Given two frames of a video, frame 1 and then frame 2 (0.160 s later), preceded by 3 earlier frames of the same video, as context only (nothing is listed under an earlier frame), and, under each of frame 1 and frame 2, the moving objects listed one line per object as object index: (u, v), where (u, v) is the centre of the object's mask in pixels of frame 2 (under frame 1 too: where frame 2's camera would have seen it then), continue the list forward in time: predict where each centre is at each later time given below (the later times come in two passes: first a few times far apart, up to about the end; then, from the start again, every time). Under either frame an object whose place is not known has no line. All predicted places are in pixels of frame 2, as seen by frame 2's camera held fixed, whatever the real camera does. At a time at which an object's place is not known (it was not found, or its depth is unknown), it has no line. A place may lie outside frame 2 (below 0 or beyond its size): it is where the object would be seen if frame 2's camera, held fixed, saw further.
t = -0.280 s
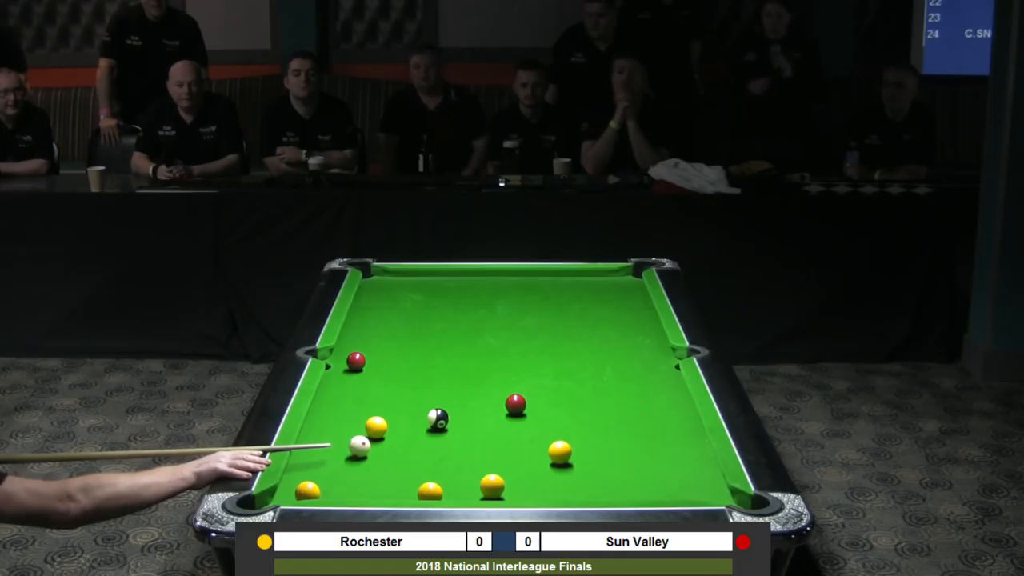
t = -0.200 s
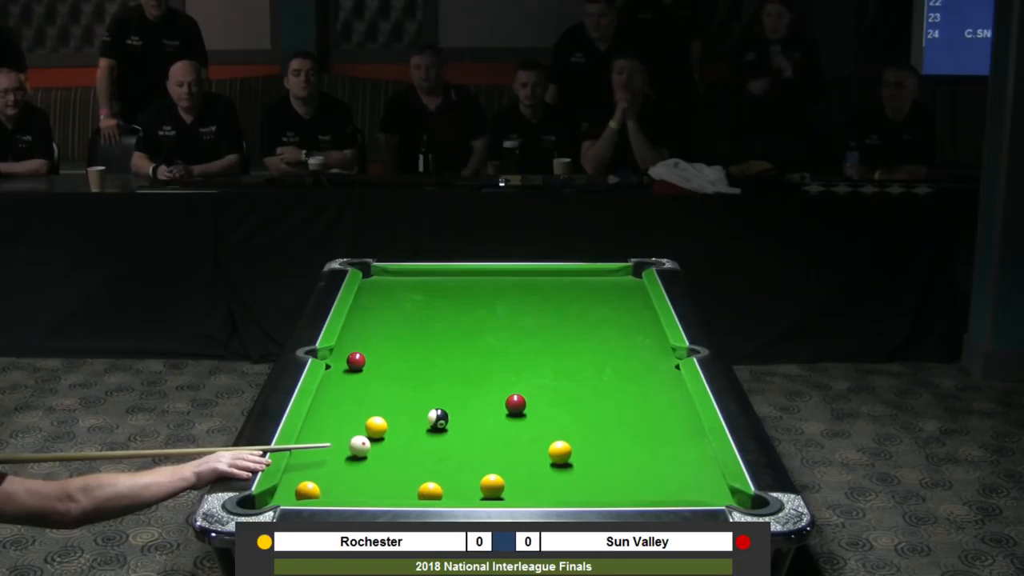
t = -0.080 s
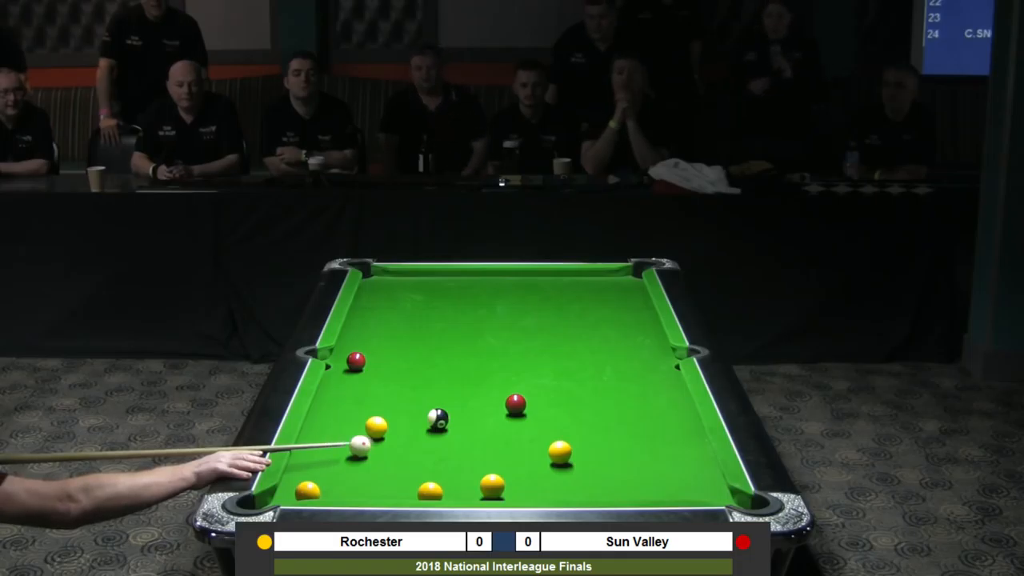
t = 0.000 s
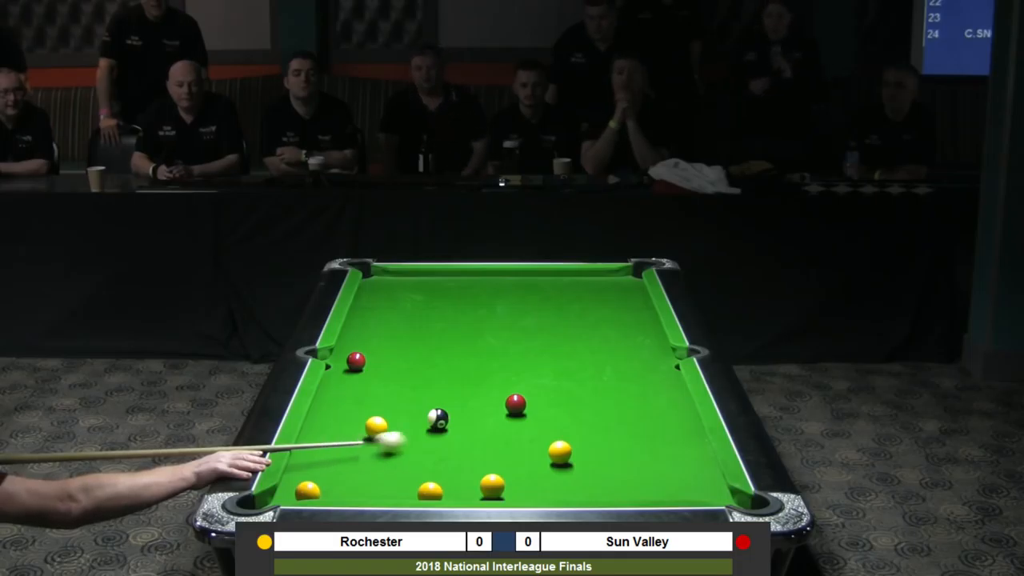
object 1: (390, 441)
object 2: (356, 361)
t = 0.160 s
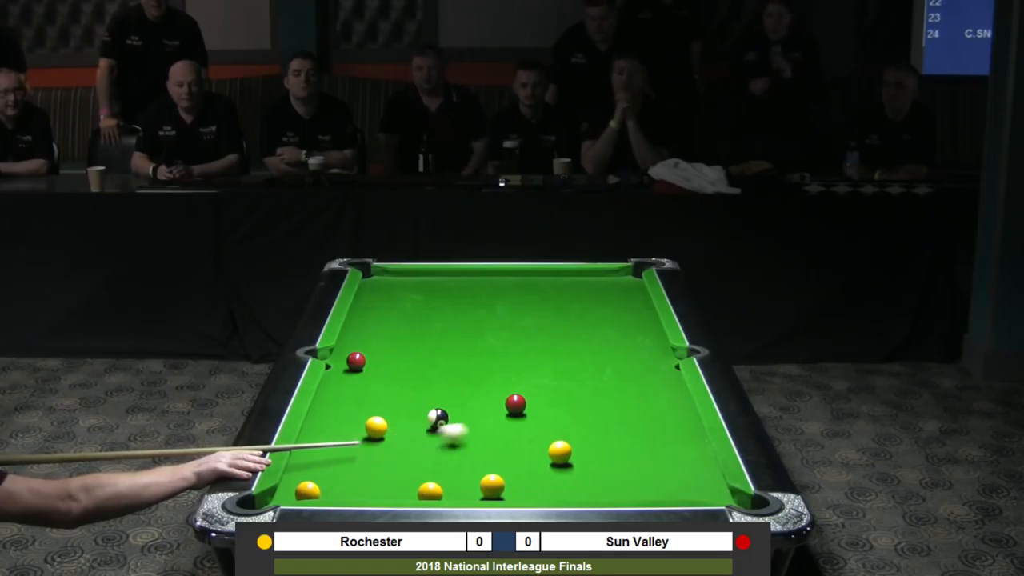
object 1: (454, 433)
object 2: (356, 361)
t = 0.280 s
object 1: (498, 427)
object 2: (356, 361)
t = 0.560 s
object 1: (597, 414)
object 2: (356, 361)
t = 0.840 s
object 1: (681, 402)
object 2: (356, 361)
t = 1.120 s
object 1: (621, 395)
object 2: (356, 361)
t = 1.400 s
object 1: (566, 388)
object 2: (356, 361)
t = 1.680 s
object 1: (515, 382)
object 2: (356, 361)
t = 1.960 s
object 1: (469, 377)
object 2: (356, 361)
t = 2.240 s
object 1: (427, 370)
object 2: (356, 361)
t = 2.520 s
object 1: (389, 367)
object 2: (356, 361)
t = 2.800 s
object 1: (366, 366)
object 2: (348, 359)
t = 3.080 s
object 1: (359, 367)
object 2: (334, 356)
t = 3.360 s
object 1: (356, 368)
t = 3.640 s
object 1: (355, 368)
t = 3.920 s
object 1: (355, 368)
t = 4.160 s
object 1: (355, 368)
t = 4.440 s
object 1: (355, 368)
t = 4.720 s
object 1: (355, 368)
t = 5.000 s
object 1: (355, 368)
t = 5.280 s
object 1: (355, 368)
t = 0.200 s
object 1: (469, 431)
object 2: (356, 361)
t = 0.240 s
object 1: (483, 429)
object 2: (356, 361)
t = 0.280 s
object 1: (498, 427)
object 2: (356, 361)
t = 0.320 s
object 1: (513, 425)
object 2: (356, 361)
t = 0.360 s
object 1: (528, 423)
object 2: (356, 361)
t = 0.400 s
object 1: (542, 422)
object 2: (356, 361)
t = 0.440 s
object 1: (556, 420)
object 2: (356, 361)
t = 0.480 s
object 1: (571, 418)
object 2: (356, 361)
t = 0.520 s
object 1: (584, 416)
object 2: (356, 361)
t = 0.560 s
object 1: (597, 414)
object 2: (356, 361)
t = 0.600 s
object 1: (610, 412)
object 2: (356, 361)
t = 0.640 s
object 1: (624, 411)
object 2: (356, 361)
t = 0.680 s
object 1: (636, 409)
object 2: (356, 361)
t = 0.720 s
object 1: (649, 407)
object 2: (356, 361)
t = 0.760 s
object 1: (662, 405)
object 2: (356, 361)
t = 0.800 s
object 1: (674, 403)
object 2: (356, 361)
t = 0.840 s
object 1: (681, 402)
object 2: (356, 361)
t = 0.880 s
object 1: (672, 401)
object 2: (356, 361)
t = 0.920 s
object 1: (663, 400)
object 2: (356, 361)
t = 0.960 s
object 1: (654, 399)
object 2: (356, 361)
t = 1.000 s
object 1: (645, 398)
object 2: (356, 361)
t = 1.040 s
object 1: (637, 397)
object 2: (356, 361)
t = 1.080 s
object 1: (629, 396)
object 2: (356, 361)
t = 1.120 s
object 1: (621, 395)
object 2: (356, 361)
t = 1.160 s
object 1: (612, 394)
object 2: (356, 361)
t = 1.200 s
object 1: (604, 393)
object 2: (356, 361)
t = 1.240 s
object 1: (596, 393)
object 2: (356, 361)
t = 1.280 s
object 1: (588, 391)
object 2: (356, 361)
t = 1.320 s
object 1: (580, 390)
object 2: (356, 361)
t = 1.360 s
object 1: (573, 389)
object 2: (356, 361)
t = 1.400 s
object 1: (566, 388)
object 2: (356, 361)
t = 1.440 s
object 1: (558, 387)
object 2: (356, 361)
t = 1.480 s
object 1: (551, 387)
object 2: (356, 361)
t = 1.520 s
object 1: (543, 386)
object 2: (356, 361)
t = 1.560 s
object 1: (536, 385)
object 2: (356, 361)
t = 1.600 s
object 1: (529, 384)
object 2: (356, 361)
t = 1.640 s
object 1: (522, 383)
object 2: (356, 361)
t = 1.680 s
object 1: (515, 382)
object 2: (356, 361)
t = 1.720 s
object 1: (508, 381)
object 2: (356, 361)
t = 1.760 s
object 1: (501, 381)
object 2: (356, 361)
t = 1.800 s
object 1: (495, 380)
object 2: (356, 361)
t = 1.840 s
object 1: (488, 379)
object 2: (356, 361)
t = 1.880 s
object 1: (481, 378)
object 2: (356, 361)
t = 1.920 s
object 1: (475, 378)
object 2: (356, 361)
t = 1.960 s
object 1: (469, 377)
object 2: (356, 361)
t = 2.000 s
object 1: (463, 376)
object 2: (356, 361)
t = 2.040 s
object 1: (457, 375)
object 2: (356, 361)
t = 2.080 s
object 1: (451, 375)
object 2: (356, 361)
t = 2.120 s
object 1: (445, 375)
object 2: (356, 361)
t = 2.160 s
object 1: (438, 372)
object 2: (356, 361)
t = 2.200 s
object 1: (432, 369)
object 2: (356, 361)
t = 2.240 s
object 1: (427, 370)
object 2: (356, 361)
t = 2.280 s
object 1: (421, 370)
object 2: (356, 361)
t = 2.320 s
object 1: (416, 370)
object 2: (356, 361)
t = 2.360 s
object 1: (410, 369)
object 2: (356, 361)
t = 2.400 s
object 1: (405, 369)
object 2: (356, 361)
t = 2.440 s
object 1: (399, 368)
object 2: (356, 361)
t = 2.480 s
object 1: (394, 367)
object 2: (356, 361)
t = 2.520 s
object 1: (389, 367)
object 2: (356, 361)
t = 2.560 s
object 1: (384, 367)
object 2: (356, 361)
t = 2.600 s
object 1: (378, 366)
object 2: (356, 361)
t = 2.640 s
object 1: (373, 366)
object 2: (355, 361)
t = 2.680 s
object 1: (370, 365)
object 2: (354, 360)
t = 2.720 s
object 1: (368, 366)
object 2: (352, 360)
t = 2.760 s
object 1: (367, 366)
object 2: (350, 360)
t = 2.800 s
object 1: (366, 366)
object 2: (348, 359)
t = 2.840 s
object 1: (365, 366)
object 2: (346, 359)
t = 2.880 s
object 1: (364, 366)
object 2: (344, 358)
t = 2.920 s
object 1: (363, 367)
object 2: (342, 358)
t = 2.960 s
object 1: (362, 367)
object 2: (340, 357)
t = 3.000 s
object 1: (361, 366)
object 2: (338, 357)
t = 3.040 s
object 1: (360, 367)
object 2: (336, 357)
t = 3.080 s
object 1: (359, 367)
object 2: (334, 356)
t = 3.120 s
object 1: (359, 367)
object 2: (332, 356)
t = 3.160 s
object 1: (358, 367)
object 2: (331, 355)
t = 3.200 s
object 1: (358, 367)
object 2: (328, 355)
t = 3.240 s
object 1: (357, 367)
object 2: (325, 355)
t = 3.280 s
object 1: (356, 367)
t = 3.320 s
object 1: (356, 367)
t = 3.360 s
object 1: (356, 368)
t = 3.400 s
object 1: (355, 368)
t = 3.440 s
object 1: (355, 368)
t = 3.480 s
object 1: (355, 368)
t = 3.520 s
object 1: (355, 368)
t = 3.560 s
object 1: (355, 368)
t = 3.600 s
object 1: (355, 368)
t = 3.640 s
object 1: (355, 368)
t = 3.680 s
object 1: (355, 368)
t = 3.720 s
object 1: (355, 368)
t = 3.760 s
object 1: (355, 368)
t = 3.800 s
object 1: (355, 368)
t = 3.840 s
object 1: (355, 368)
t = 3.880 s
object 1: (355, 368)
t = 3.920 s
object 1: (355, 368)
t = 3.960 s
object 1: (355, 368)
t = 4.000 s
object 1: (355, 368)
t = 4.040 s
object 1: (355, 368)
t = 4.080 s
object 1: (355, 368)
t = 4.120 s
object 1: (355, 368)
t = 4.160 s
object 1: (355, 368)
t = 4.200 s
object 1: (355, 368)
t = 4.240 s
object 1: (355, 368)
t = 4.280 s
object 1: (355, 368)
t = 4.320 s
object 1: (355, 368)
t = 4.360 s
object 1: (355, 368)
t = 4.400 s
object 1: (355, 368)
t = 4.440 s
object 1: (355, 368)
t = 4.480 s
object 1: (355, 368)
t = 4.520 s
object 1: (355, 368)
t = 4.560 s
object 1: (355, 368)
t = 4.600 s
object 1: (355, 368)
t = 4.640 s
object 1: (355, 368)
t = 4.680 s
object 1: (355, 368)
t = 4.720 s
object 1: (355, 368)
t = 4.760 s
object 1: (355, 368)
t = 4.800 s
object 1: (355, 368)
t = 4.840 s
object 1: (355, 368)
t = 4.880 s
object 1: (355, 368)
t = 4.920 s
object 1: (355, 368)
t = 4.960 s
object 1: (355, 368)
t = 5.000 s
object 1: (355, 368)
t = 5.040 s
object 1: (355, 368)
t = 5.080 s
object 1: (355, 368)
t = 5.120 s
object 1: (355, 368)
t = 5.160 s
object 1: (355, 368)
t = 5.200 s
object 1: (355, 368)
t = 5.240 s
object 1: (355, 368)
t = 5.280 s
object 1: (355, 368)
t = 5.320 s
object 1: (355, 368)
